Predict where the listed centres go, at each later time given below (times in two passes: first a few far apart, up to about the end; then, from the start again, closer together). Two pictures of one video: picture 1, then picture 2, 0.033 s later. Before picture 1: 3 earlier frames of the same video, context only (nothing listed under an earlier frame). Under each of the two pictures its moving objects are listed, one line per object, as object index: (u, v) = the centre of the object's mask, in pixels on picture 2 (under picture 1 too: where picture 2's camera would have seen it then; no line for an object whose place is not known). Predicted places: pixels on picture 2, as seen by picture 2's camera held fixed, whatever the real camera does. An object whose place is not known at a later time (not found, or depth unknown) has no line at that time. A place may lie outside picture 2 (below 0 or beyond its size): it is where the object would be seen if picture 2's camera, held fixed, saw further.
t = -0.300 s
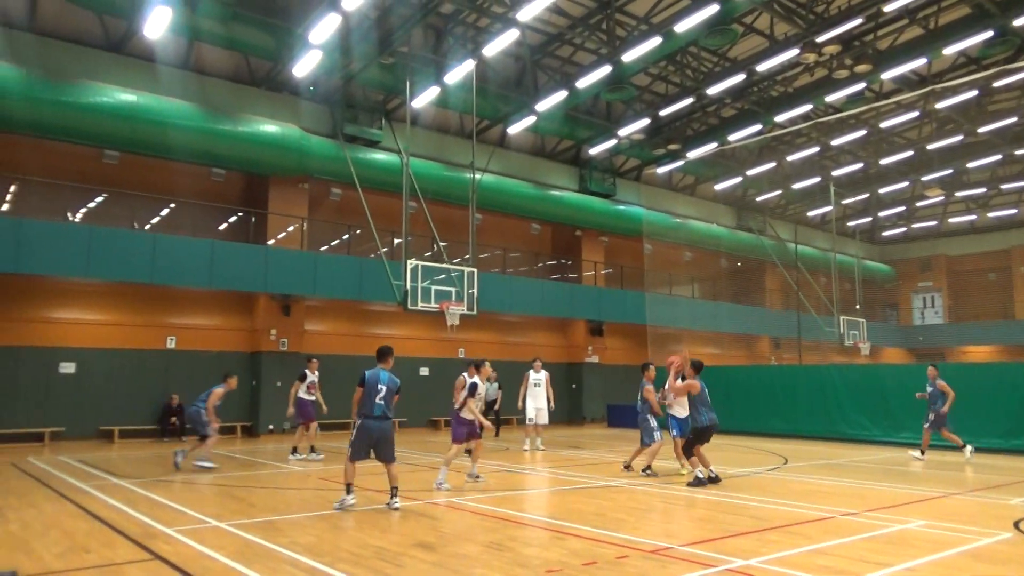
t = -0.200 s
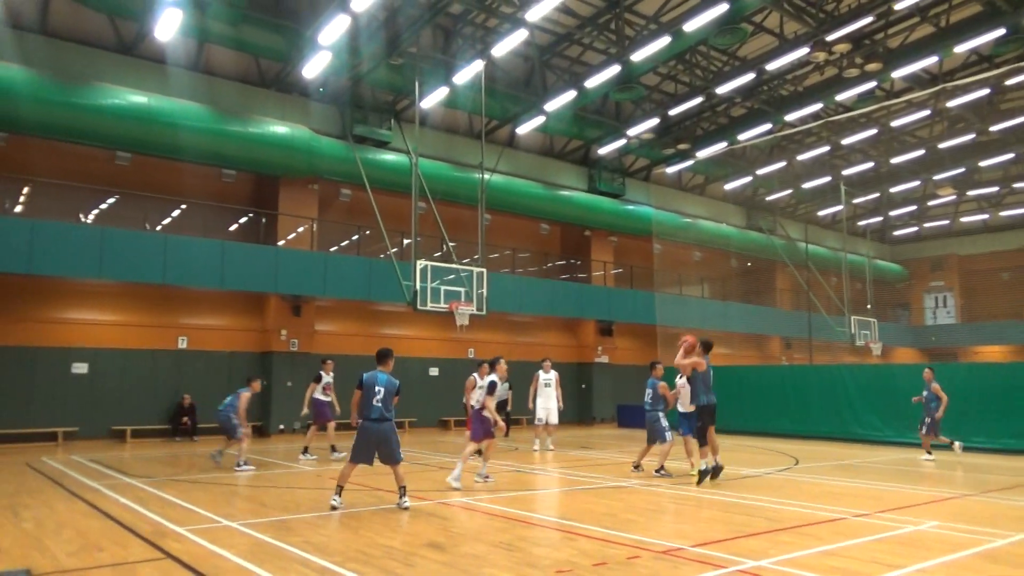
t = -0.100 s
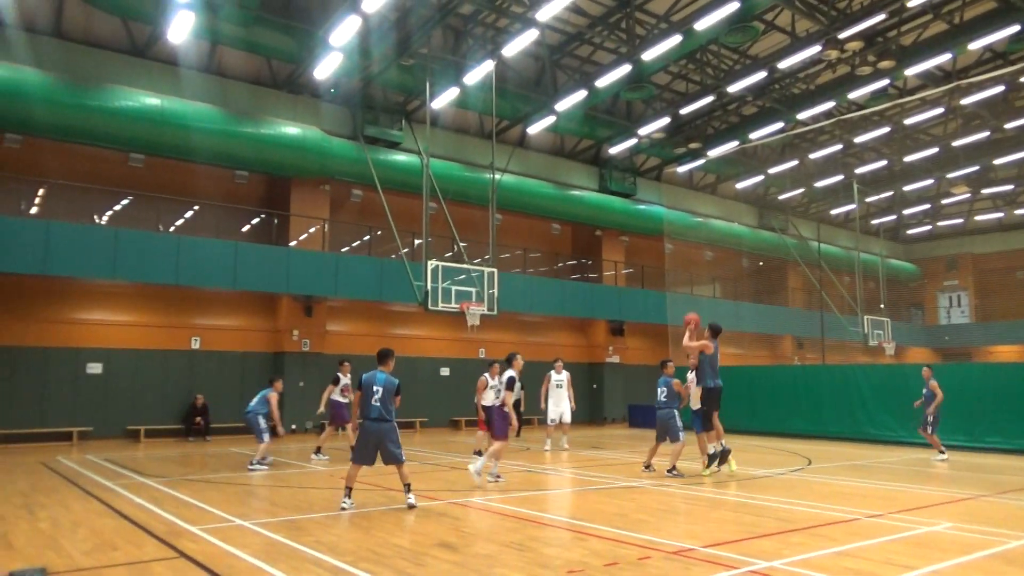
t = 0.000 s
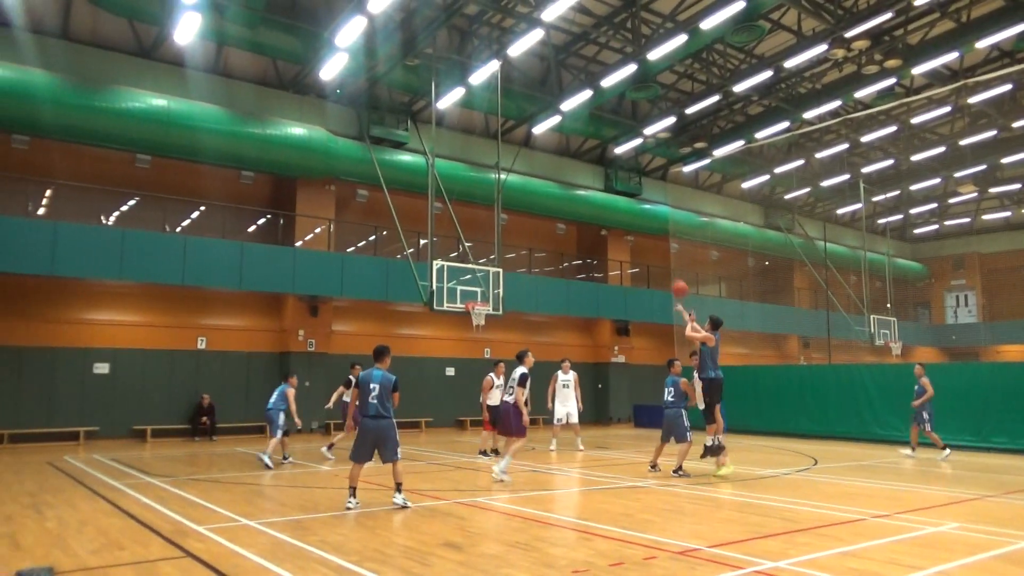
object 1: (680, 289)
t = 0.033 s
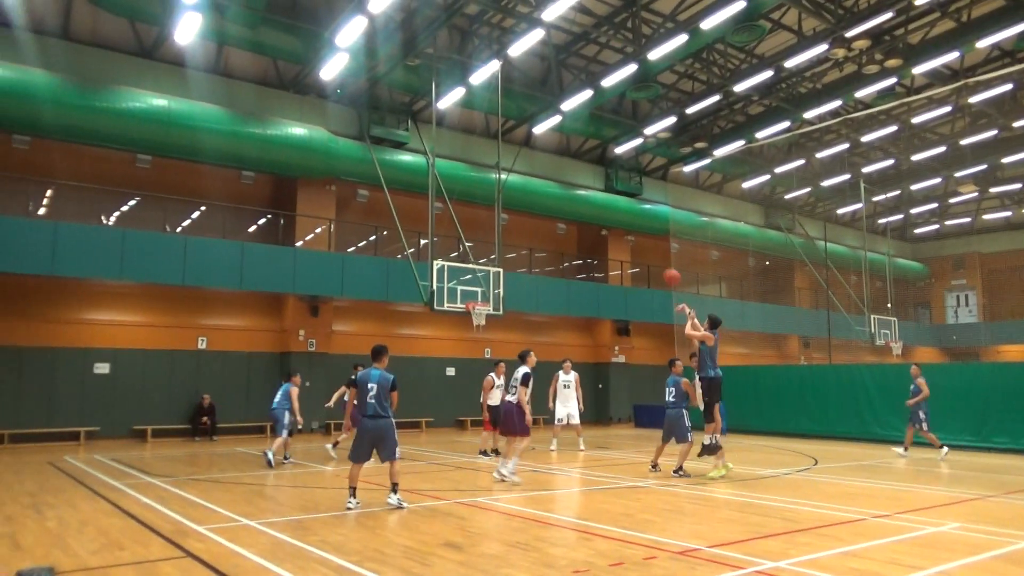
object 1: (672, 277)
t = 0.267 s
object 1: (621, 223)
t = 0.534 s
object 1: (574, 207)
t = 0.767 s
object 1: (541, 223)
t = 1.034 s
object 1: (508, 267)
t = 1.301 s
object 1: (518, 302)
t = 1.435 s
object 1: (541, 312)
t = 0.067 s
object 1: (664, 266)
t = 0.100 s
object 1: (656, 257)
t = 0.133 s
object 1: (649, 248)
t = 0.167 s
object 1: (641, 241)
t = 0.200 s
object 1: (634, 234)
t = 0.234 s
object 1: (627, 228)
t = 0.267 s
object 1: (621, 223)
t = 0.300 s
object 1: (614, 218)
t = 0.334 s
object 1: (608, 215)
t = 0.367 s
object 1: (602, 212)
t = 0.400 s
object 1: (596, 210)
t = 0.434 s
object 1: (591, 208)
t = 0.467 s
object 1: (585, 207)
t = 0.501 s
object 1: (580, 207)
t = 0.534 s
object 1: (574, 207)
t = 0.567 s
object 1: (570, 208)
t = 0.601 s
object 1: (565, 209)
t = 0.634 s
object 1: (559, 211)
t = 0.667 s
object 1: (555, 214)
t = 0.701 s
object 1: (550, 216)
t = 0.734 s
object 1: (546, 219)
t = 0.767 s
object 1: (541, 223)
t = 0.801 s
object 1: (537, 227)
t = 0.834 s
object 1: (533, 232)
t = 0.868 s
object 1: (529, 237)
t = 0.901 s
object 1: (524, 242)
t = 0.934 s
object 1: (520, 248)
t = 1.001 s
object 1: (512, 262)
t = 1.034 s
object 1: (508, 267)
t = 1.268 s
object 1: (512, 301)
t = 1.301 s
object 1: (518, 302)
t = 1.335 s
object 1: (523, 304)
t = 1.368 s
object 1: (530, 307)
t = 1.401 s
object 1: (535, 309)
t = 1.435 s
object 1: (541, 312)
